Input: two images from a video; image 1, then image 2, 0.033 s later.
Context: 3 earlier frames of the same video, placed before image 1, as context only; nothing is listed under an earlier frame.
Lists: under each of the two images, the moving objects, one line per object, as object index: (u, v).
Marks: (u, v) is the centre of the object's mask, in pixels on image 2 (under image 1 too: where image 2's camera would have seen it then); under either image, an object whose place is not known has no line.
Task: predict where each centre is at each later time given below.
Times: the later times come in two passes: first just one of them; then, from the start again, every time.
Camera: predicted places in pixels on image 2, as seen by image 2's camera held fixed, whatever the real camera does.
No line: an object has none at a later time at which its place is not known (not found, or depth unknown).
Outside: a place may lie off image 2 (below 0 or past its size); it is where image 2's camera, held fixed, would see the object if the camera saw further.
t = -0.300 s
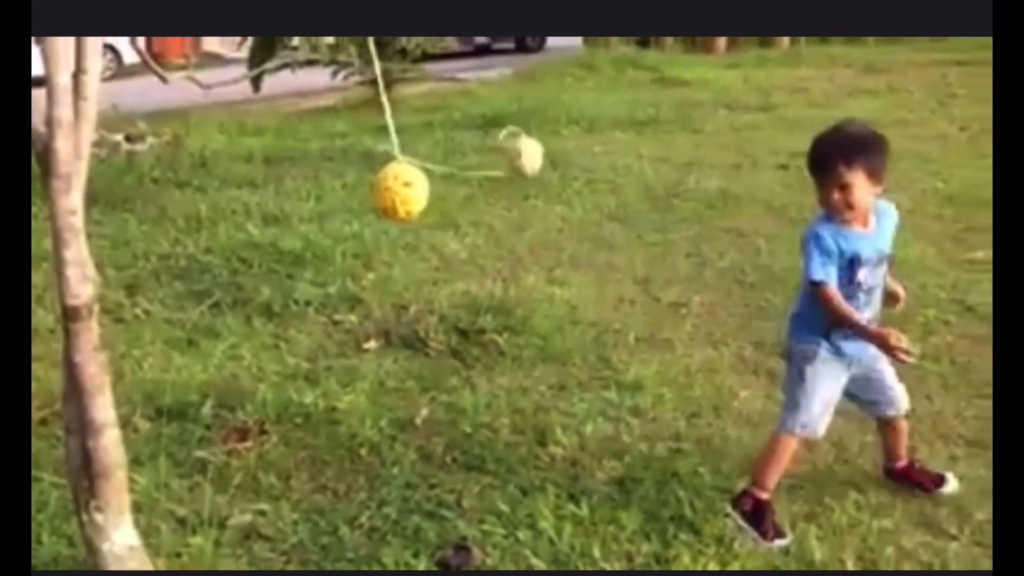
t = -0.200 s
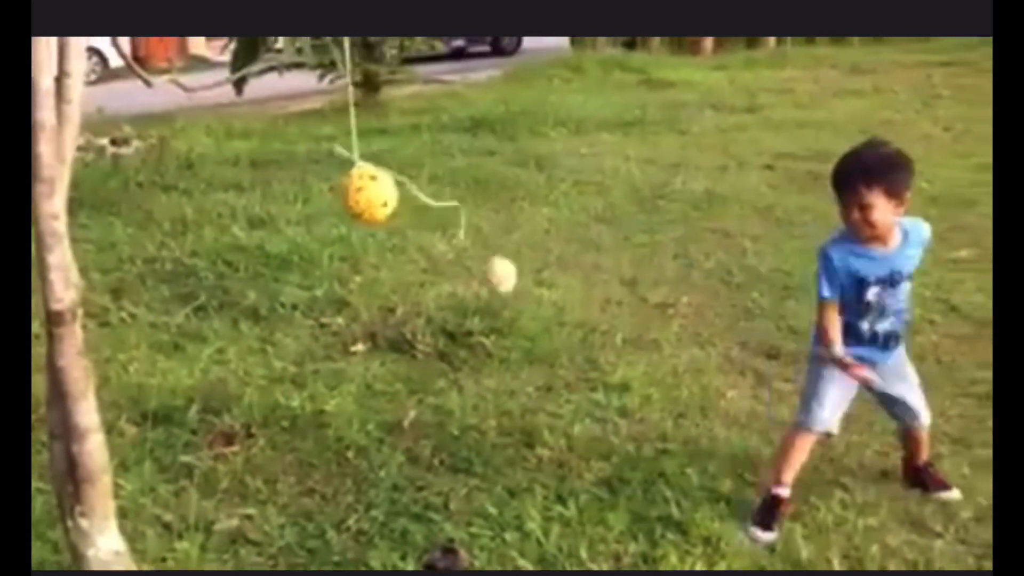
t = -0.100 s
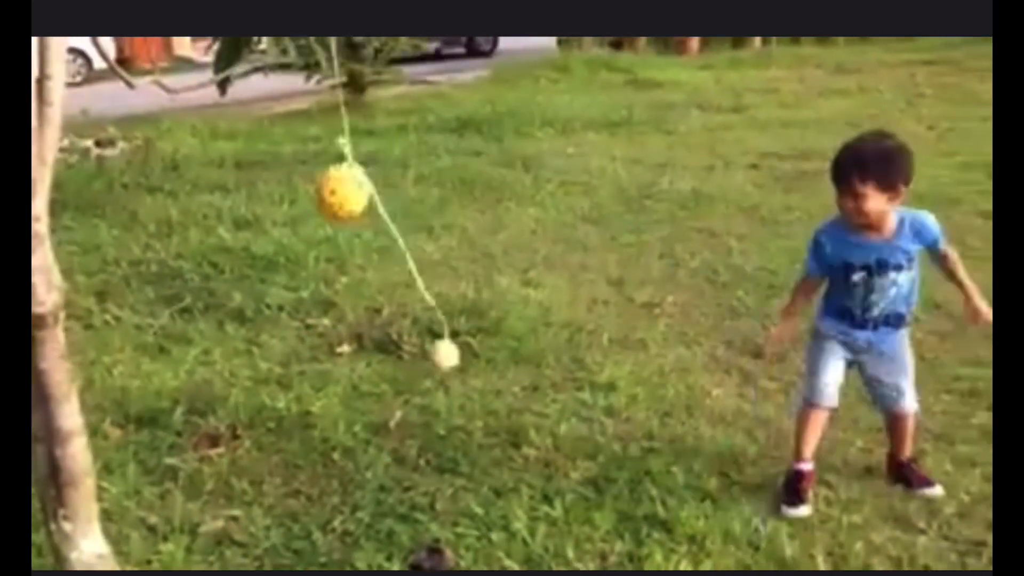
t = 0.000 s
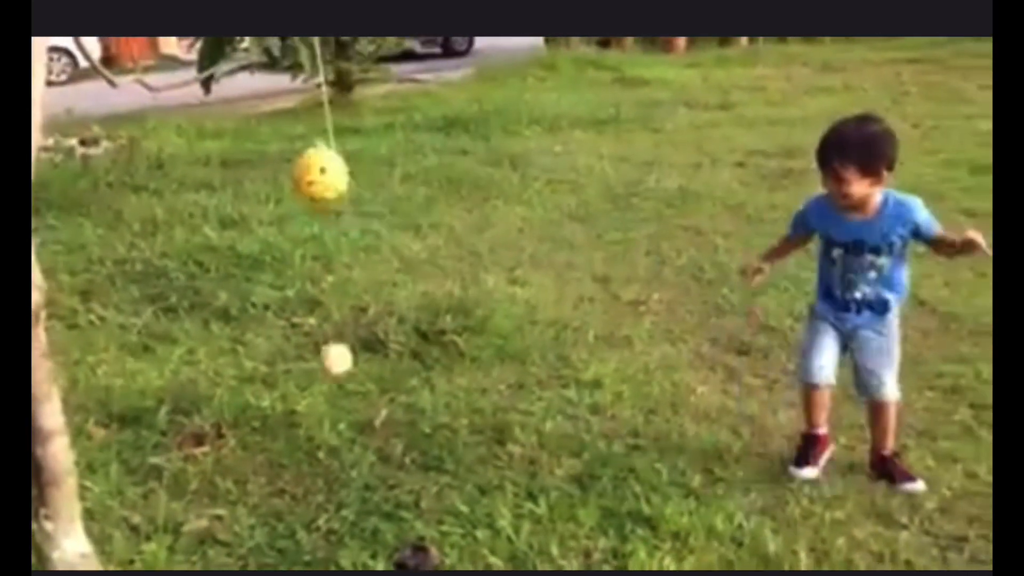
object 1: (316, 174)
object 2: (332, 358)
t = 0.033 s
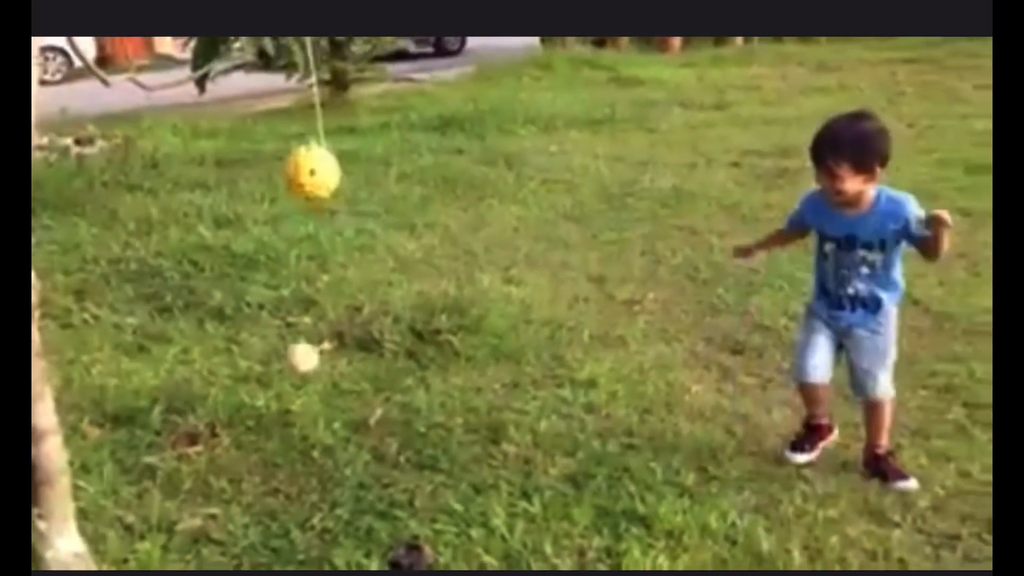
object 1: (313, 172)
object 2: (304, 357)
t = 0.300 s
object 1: (286, 173)
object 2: (159, 290)
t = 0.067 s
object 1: (310, 171)
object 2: (280, 346)
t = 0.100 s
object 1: (307, 172)
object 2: (255, 333)
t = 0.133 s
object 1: (302, 176)
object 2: (234, 323)
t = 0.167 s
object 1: (299, 180)
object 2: (215, 314)
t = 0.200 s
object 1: (295, 180)
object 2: (196, 307)
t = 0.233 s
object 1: (293, 175)
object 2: (179, 303)
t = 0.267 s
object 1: (290, 173)
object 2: (168, 295)
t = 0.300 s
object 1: (286, 173)
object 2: (159, 290)
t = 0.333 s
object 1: (284, 177)
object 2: (150, 289)
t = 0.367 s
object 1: (283, 180)
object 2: (142, 290)
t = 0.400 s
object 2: (138, 294)
